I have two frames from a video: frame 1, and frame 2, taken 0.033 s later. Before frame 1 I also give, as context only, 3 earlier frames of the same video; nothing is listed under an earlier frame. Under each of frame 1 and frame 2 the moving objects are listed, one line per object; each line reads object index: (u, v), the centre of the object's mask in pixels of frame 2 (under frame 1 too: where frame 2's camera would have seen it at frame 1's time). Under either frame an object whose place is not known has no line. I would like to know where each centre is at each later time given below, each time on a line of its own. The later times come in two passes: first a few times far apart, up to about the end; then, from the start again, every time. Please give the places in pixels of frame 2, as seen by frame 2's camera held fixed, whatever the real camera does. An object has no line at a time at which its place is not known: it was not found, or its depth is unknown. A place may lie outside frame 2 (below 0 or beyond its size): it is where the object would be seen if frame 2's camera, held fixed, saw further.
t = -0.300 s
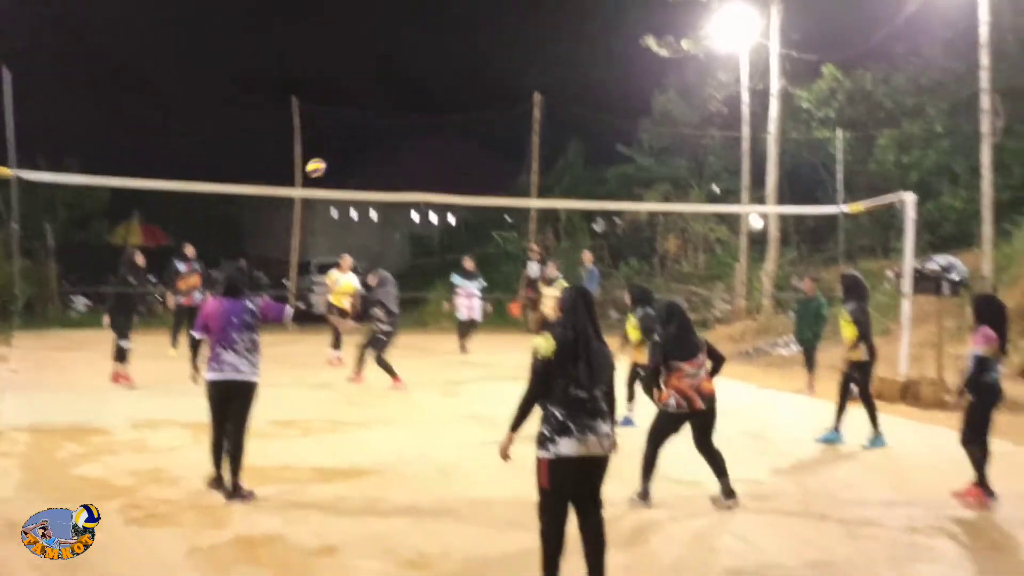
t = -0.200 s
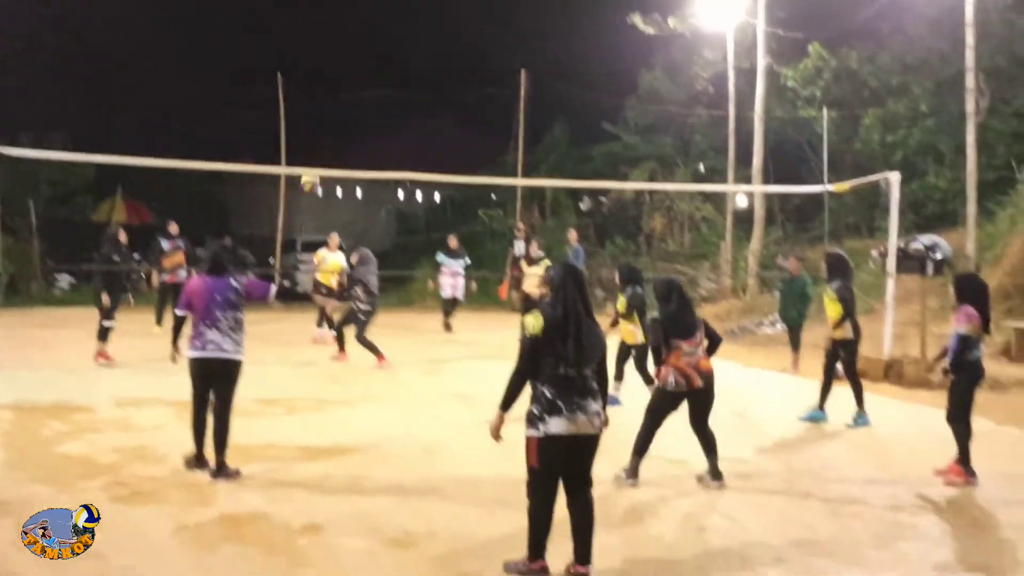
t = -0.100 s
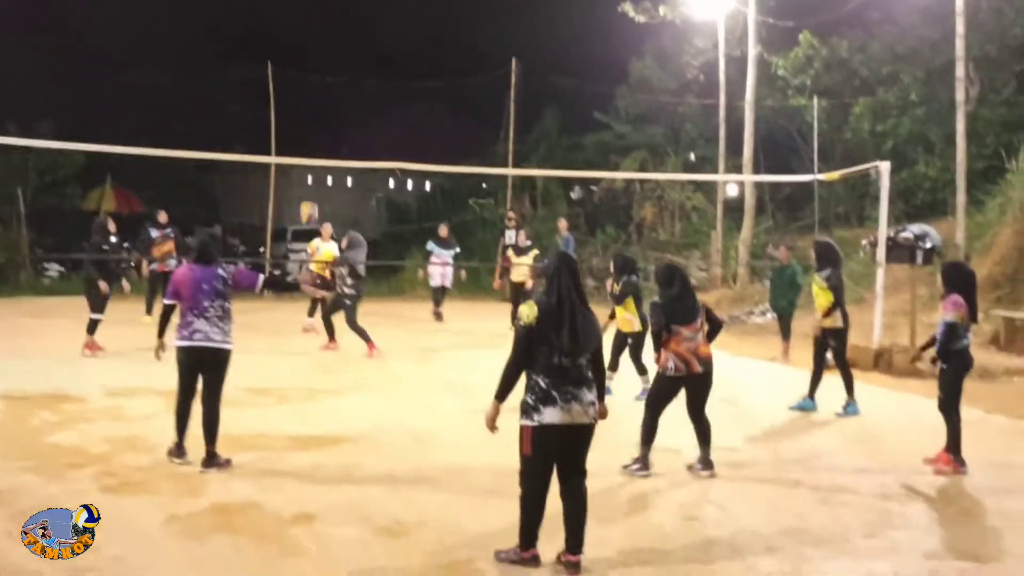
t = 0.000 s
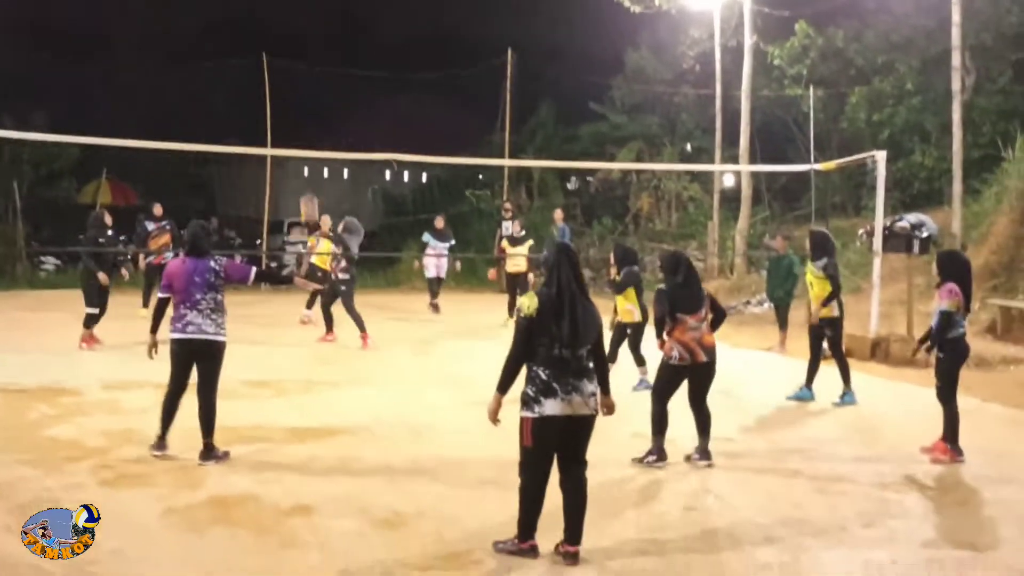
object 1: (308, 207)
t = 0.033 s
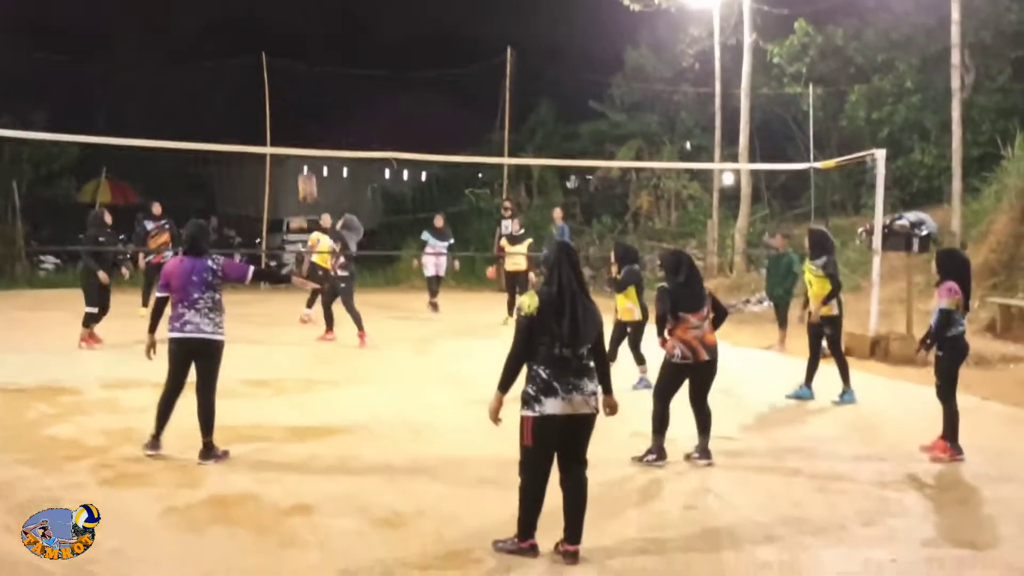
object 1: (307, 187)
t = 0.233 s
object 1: (300, 73)
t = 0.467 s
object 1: (294, -18)
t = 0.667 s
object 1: (288, -58)
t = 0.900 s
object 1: (281, -60)
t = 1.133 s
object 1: (274, -15)
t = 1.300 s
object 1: (269, 45)
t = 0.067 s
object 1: (306, 167)
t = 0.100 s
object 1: (304, 140)
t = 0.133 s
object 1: (304, 126)
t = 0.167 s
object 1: (302, 108)
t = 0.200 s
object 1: (301, 90)
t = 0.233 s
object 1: (300, 73)
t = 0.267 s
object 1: (299, 58)
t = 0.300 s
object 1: (298, 42)
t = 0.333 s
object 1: (297, 29)
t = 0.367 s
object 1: (296, 16)
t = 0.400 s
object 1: (295, 4)
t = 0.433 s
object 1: (295, -8)
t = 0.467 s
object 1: (294, -18)
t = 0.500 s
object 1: (293, -27)
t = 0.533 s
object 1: (292, -35)
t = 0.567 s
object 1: (291, -43)
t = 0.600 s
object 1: (290, -49)
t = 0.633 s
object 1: (289, -54)
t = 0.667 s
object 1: (288, -58)
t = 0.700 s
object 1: (287, -61)
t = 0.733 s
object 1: (286, -63)
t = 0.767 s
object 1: (285, -64)
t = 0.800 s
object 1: (284, -65)
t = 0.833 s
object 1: (283, -64)
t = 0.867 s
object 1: (282, -62)
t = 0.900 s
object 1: (281, -60)
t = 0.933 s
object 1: (280, -56)
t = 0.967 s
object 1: (279, -52)
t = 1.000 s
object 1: (278, -46)
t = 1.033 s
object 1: (277, -40)
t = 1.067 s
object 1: (276, -33)
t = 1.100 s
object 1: (275, -24)
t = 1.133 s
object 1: (274, -15)
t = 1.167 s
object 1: (273, -5)
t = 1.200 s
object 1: (271, 7)
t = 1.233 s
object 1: (270, 19)
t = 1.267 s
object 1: (270, 31)
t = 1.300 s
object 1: (269, 45)
